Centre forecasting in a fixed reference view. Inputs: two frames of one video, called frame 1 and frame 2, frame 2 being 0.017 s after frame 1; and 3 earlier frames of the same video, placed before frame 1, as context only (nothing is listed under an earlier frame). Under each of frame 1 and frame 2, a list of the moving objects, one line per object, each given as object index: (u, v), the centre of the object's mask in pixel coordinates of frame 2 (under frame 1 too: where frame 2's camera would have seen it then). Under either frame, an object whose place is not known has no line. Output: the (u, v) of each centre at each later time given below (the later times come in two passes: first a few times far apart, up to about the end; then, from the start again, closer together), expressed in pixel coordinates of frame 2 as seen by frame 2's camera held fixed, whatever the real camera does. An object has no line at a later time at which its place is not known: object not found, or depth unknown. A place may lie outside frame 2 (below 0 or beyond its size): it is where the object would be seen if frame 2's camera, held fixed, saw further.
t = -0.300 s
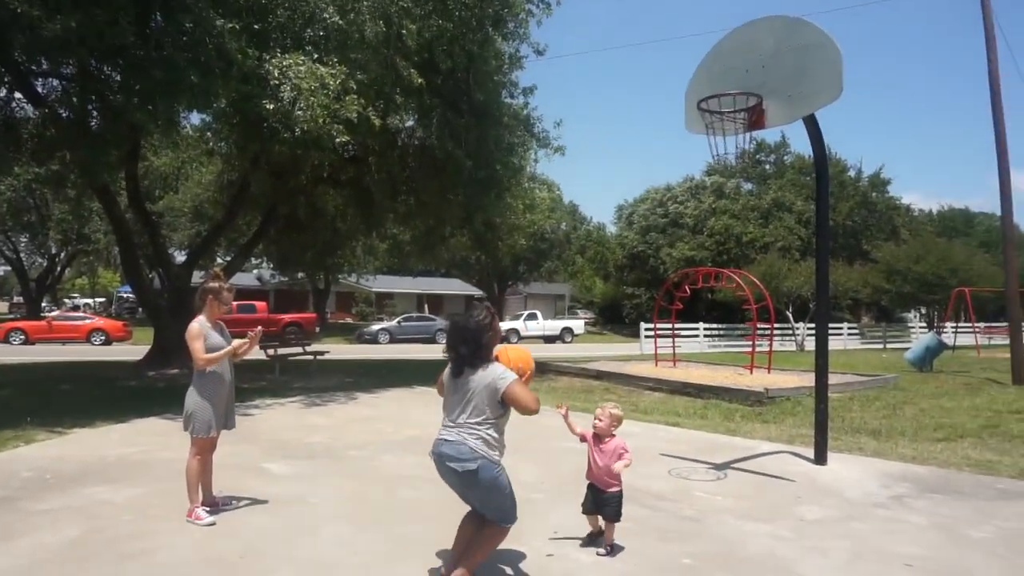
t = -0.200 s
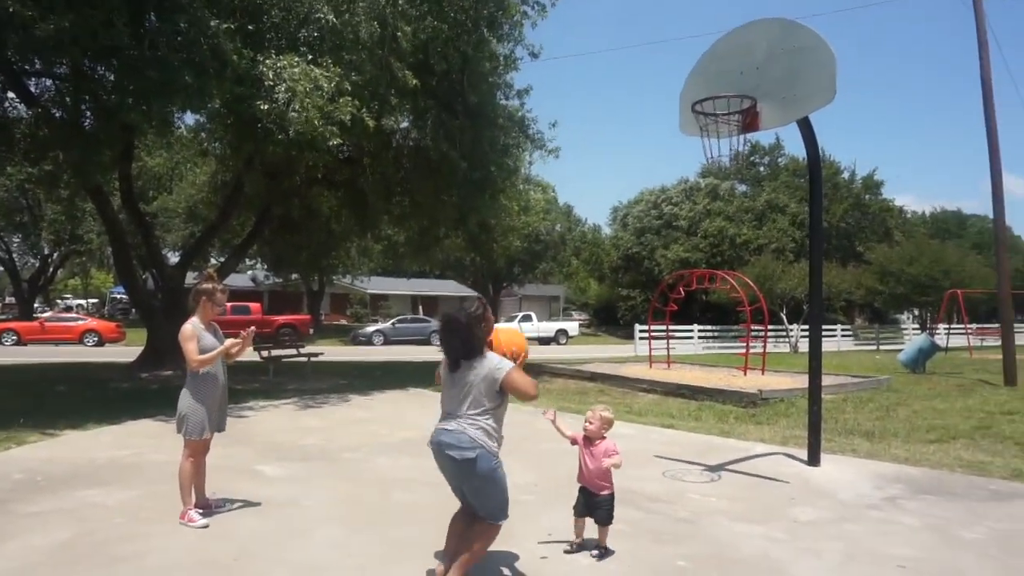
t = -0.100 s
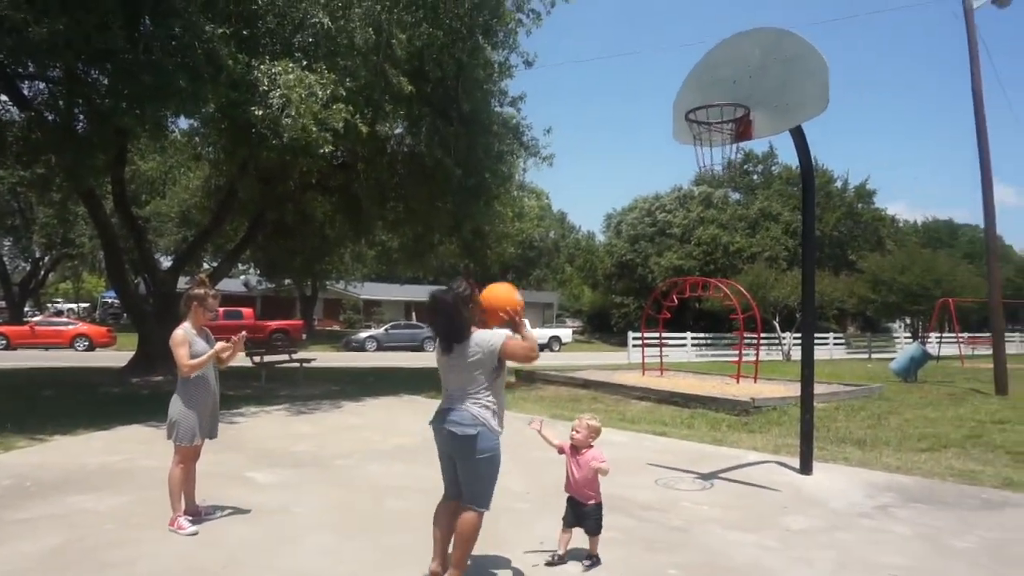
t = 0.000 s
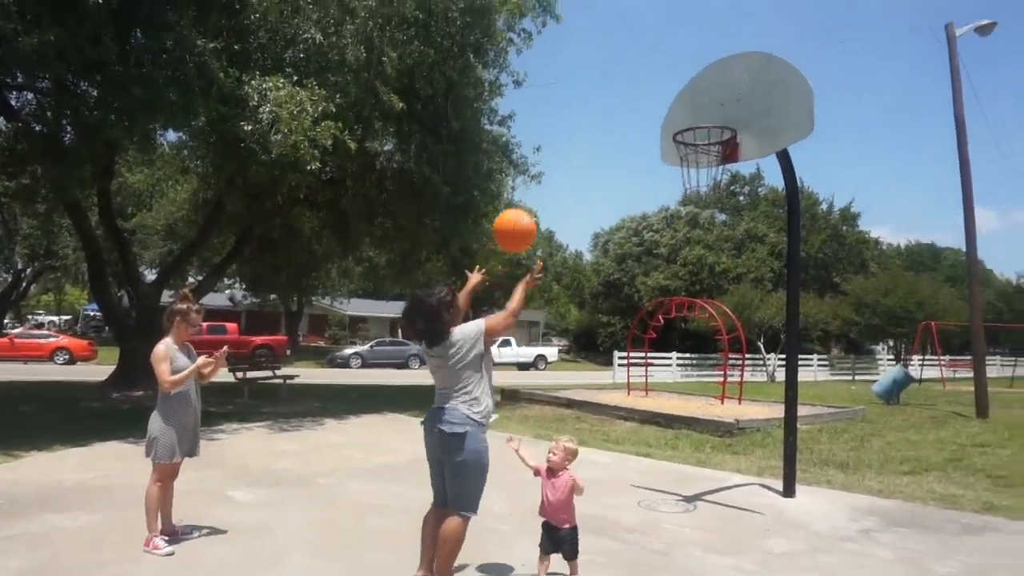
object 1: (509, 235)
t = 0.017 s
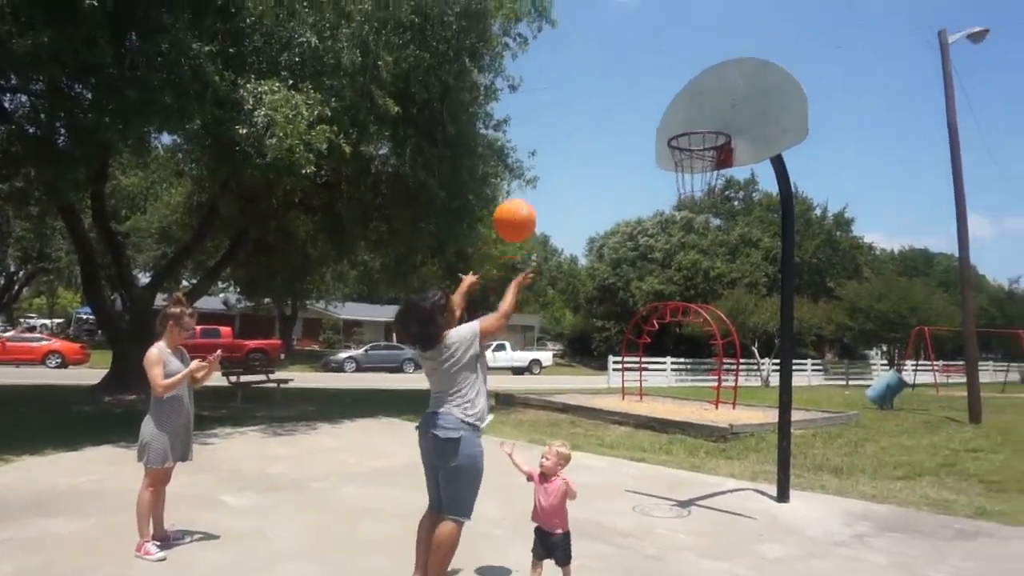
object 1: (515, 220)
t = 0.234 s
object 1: (576, 90)
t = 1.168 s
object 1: (739, 118)
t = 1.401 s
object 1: (766, 159)
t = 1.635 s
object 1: (784, 275)
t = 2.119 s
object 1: (813, 411)
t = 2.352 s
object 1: (820, 308)
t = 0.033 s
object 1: (520, 206)
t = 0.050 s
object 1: (526, 193)
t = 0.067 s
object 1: (531, 180)
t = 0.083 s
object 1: (536, 167)
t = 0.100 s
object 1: (541, 157)
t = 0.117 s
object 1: (546, 145)
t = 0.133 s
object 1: (550, 136)
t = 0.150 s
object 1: (555, 126)
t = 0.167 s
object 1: (559, 118)
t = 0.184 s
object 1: (563, 110)
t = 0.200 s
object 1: (567, 102)
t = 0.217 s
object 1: (571, 96)
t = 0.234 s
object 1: (576, 90)
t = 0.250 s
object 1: (580, 85)
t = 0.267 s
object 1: (585, 80)
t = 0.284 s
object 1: (589, 76)
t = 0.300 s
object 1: (593, 72)
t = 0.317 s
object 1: (596, 69)
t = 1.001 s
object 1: (709, 108)
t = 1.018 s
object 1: (712, 107)
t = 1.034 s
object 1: (716, 107)
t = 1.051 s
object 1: (720, 108)
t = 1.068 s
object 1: (723, 108)
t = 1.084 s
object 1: (726, 109)
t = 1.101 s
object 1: (729, 110)
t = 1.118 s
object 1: (732, 111)
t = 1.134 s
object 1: (735, 113)
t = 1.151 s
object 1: (738, 114)
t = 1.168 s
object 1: (739, 118)
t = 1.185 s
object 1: (743, 122)
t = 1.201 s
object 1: (746, 126)
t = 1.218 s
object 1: (749, 128)
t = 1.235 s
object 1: (751, 129)
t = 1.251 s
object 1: (753, 130)
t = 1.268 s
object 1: (755, 131)
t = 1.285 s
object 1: (756, 133)
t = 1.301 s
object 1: (757, 136)
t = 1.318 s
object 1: (759, 139)
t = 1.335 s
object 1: (760, 142)
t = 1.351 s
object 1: (761, 146)
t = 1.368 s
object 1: (763, 150)
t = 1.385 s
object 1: (765, 154)
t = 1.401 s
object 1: (766, 159)
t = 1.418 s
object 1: (767, 164)
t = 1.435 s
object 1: (768, 170)
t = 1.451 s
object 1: (769, 175)
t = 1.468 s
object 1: (771, 182)
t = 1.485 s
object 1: (771, 190)
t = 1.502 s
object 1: (773, 198)
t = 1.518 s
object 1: (774, 206)
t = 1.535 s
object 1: (775, 215)
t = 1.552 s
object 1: (777, 225)
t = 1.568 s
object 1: (778, 234)
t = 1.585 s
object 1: (780, 244)
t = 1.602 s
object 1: (781, 254)
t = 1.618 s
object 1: (783, 264)
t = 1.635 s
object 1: (784, 275)
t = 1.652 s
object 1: (786, 287)
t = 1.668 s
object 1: (788, 299)
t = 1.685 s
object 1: (790, 311)
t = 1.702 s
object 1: (791, 324)
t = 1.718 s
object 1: (792, 337)
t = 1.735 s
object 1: (793, 351)
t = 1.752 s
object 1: (794, 366)
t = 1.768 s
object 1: (795, 382)
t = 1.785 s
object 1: (797, 396)
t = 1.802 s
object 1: (798, 413)
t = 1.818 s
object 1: (799, 429)
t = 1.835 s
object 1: (800, 447)
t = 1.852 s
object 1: (801, 464)
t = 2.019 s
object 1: (811, 480)
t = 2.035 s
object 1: (810, 467)
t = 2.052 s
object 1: (811, 455)
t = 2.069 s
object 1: (811, 443)
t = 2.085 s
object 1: (812, 432)
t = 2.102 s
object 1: (813, 422)
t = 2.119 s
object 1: (813, 411)
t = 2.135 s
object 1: (812, 401)
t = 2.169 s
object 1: (814, 382)
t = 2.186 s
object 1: (814, 373)
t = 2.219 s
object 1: (815, 357)
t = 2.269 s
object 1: (815, 337)
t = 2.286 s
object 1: (815, 330)
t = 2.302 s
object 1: (817, 324)
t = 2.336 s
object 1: (820, 313)
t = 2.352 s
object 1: (820, 308)
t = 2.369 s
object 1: (821, 304)
